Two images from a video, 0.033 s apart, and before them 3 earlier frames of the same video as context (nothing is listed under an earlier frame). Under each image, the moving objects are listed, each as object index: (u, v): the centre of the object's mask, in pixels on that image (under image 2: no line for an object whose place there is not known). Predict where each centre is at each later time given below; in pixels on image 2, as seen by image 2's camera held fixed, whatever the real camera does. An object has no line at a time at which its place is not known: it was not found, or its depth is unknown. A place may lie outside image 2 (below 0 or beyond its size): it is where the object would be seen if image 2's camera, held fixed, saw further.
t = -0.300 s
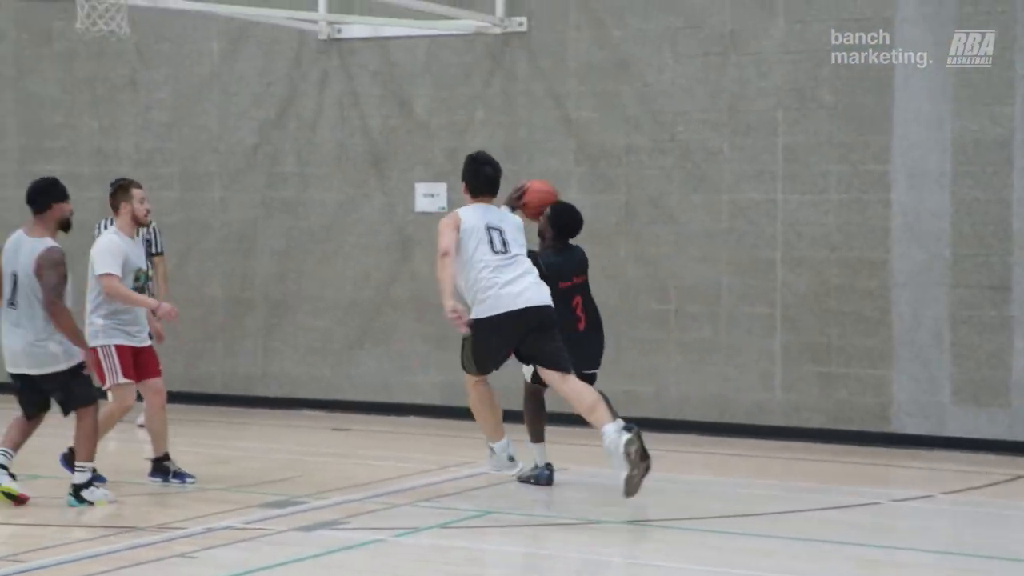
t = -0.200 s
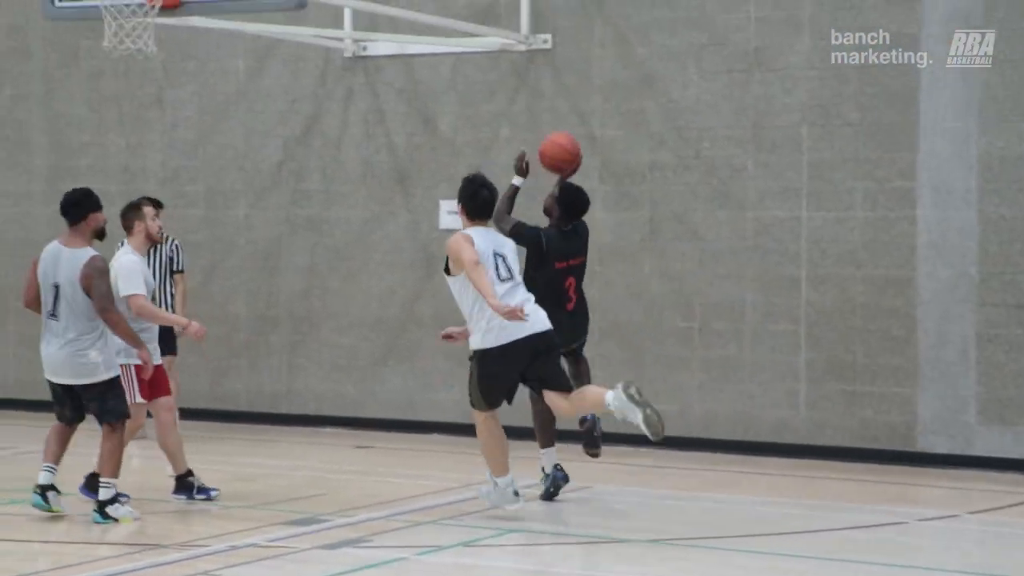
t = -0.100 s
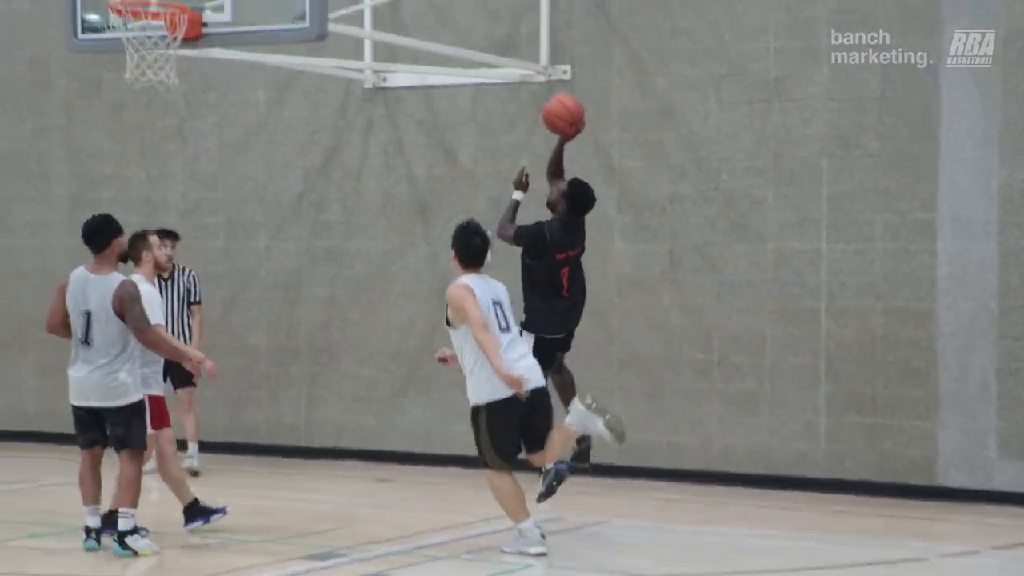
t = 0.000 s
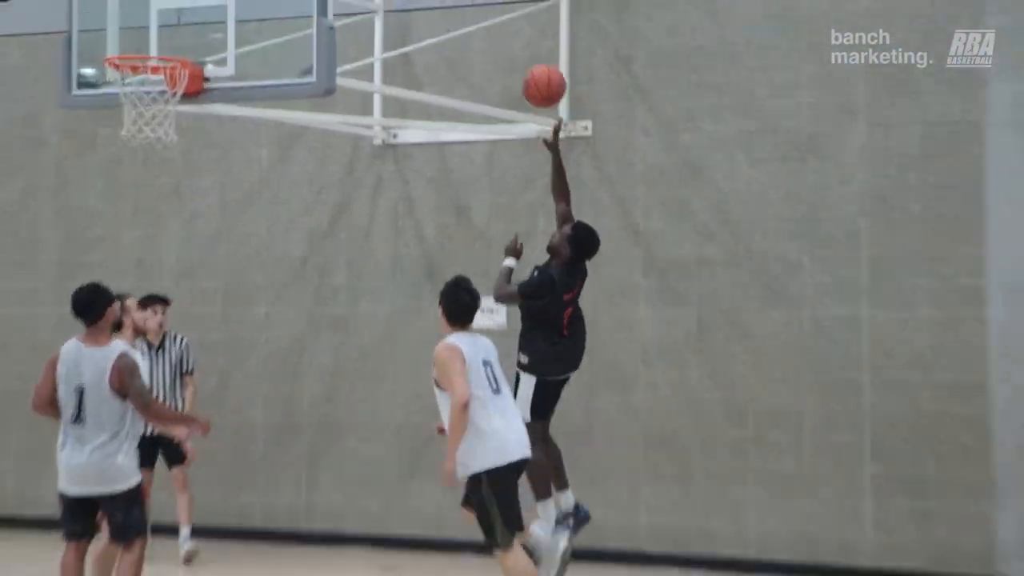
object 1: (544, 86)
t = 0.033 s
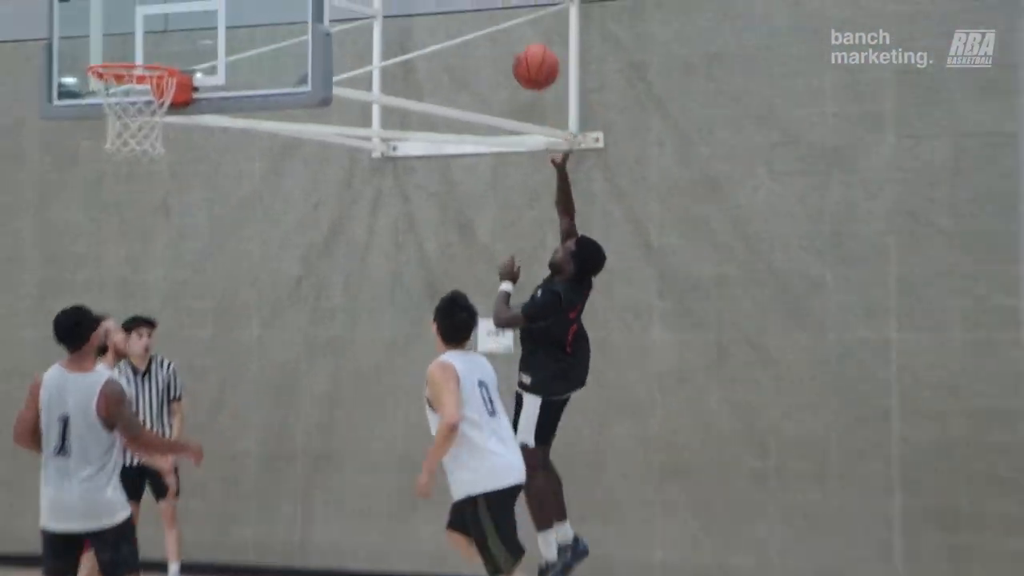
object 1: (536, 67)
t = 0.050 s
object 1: (527, 54)
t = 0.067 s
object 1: (518, 40)
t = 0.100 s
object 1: (501, 15)
